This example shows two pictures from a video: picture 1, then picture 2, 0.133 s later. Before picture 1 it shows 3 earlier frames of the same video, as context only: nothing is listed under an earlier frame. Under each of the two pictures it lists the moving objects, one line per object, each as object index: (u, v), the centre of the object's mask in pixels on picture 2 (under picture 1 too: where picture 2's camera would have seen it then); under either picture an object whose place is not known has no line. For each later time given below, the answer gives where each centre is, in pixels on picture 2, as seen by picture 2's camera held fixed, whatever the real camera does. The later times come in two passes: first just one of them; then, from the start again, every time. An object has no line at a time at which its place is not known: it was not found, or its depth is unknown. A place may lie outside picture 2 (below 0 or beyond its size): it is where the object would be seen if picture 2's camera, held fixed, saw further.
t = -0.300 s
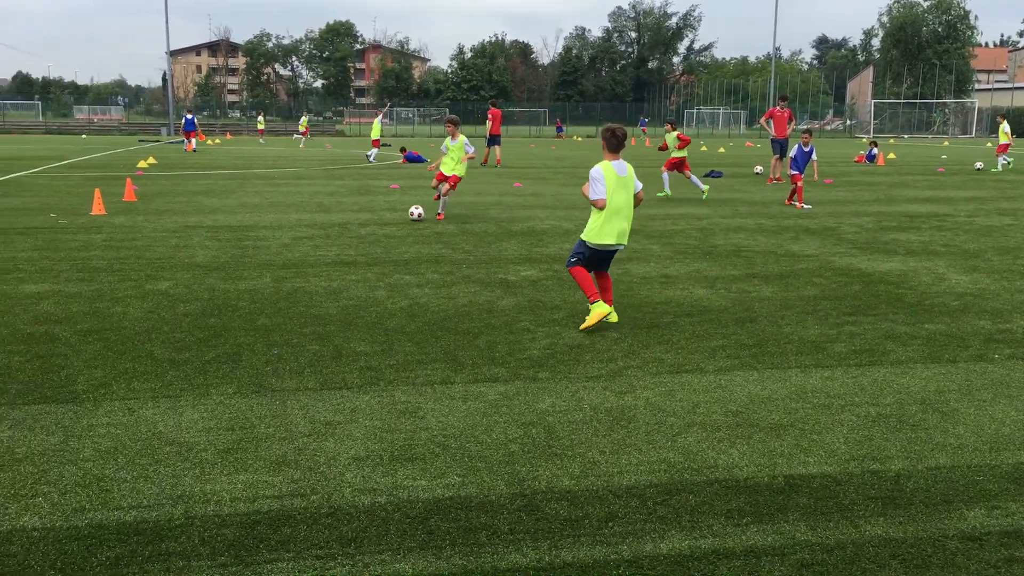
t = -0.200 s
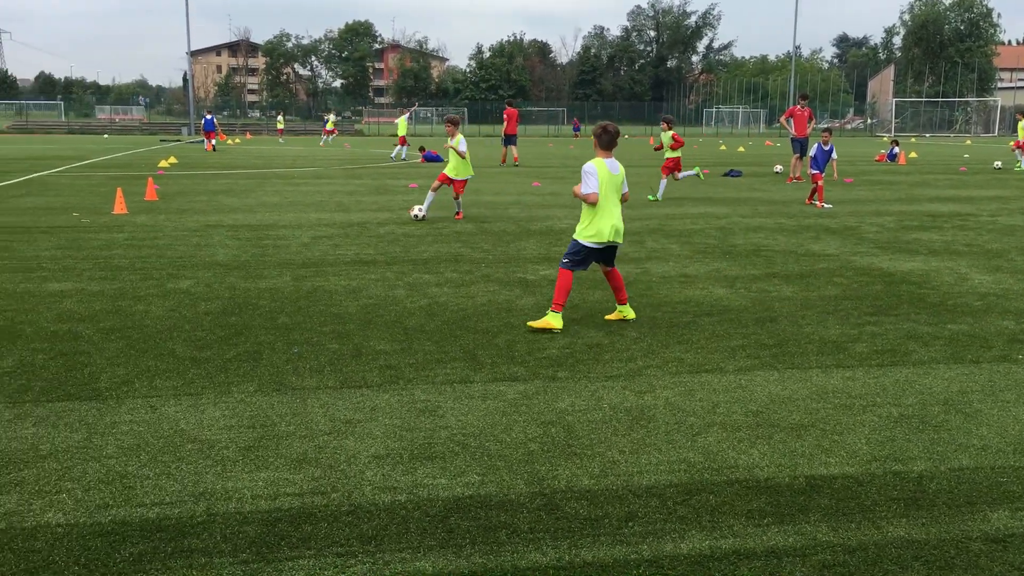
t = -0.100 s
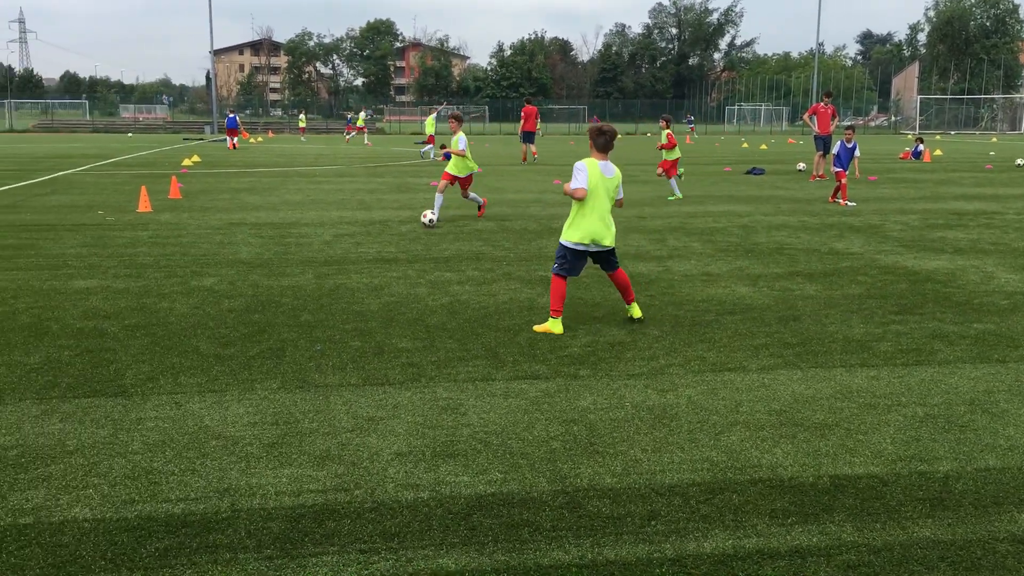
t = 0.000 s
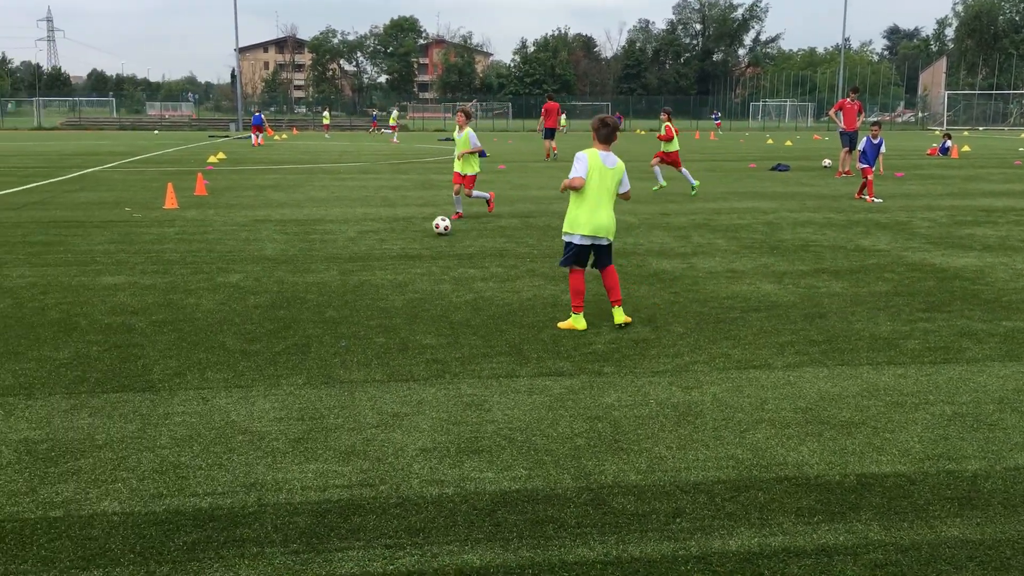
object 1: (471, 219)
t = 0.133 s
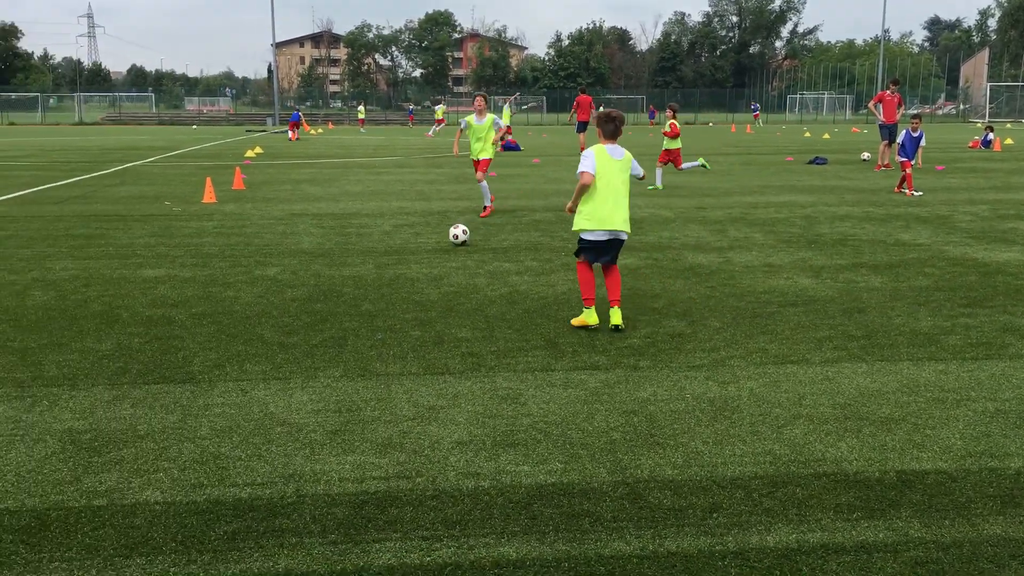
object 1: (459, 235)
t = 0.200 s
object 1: (450, 244)
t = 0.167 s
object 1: (455, 238)
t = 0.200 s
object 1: (450, 244)
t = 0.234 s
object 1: (445, 248)
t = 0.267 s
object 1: (440, 251)
